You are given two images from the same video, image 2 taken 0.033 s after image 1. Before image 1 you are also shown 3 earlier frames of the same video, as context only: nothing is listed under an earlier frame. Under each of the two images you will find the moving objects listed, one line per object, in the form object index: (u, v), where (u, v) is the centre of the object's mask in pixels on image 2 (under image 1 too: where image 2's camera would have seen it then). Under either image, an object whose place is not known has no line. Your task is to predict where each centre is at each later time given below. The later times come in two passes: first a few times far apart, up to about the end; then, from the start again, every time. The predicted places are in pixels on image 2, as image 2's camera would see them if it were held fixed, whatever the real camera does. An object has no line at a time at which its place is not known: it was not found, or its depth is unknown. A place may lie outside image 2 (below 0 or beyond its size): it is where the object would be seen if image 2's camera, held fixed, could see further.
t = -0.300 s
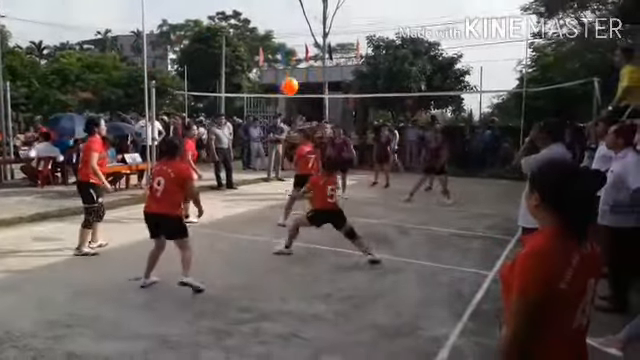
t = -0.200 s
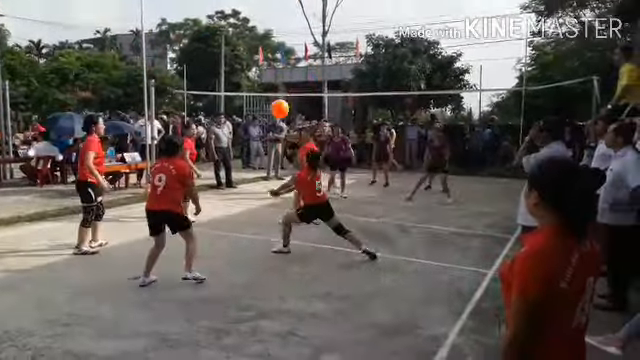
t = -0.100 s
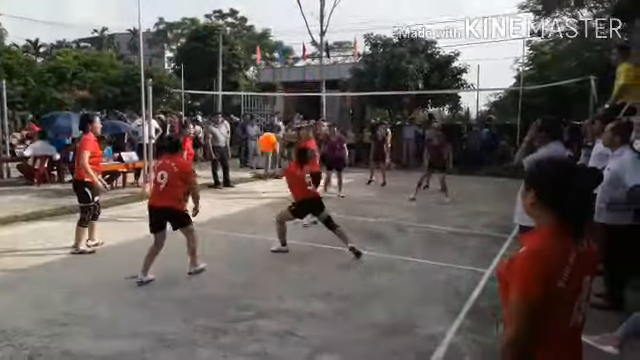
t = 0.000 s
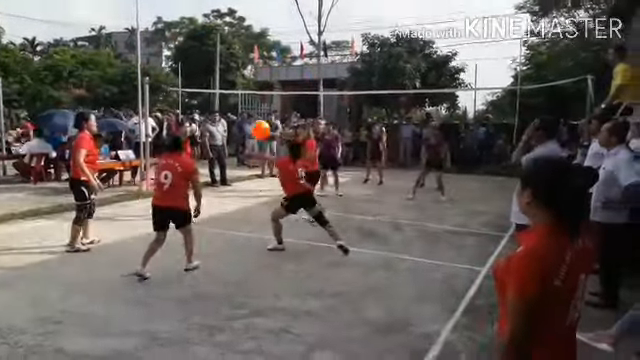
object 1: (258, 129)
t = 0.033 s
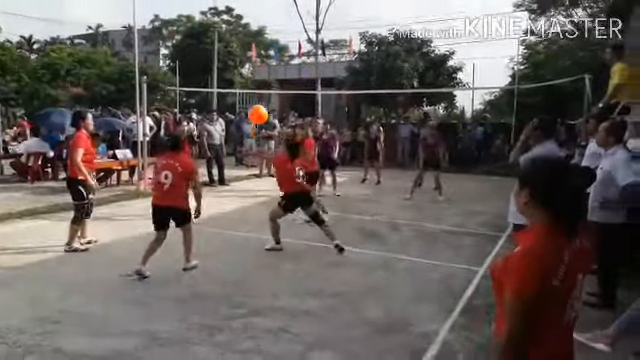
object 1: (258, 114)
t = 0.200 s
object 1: (257, 56)
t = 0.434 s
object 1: (256, 20)
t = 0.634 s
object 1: (254, 17)
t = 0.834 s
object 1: (254, 52)
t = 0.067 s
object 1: (257, 101)
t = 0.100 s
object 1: (258, 88)
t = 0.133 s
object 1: (257, 76)
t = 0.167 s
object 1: (258, 67)
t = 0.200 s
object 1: (257, 56)
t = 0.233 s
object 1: (257, 49)
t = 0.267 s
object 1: (257, 39)
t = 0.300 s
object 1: (256, 34)
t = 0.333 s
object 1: (256, 30)
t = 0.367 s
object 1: (255, 26)
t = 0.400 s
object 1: (254, 25)
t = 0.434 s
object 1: (256, 20)
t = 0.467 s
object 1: (256, 19)
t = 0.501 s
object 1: (255, 18)
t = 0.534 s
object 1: (255, 18)
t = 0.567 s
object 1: (254, 15)
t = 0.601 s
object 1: (254, 17)
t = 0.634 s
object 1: (254, 17)
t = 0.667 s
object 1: (254, 19)
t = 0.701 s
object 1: (254, 27)
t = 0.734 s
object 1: (253, 31)
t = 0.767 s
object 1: (253, 34)
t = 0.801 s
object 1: (254, 43)
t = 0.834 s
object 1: (254, 52)
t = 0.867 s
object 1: (255, 58)
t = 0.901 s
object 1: (255, 67)
